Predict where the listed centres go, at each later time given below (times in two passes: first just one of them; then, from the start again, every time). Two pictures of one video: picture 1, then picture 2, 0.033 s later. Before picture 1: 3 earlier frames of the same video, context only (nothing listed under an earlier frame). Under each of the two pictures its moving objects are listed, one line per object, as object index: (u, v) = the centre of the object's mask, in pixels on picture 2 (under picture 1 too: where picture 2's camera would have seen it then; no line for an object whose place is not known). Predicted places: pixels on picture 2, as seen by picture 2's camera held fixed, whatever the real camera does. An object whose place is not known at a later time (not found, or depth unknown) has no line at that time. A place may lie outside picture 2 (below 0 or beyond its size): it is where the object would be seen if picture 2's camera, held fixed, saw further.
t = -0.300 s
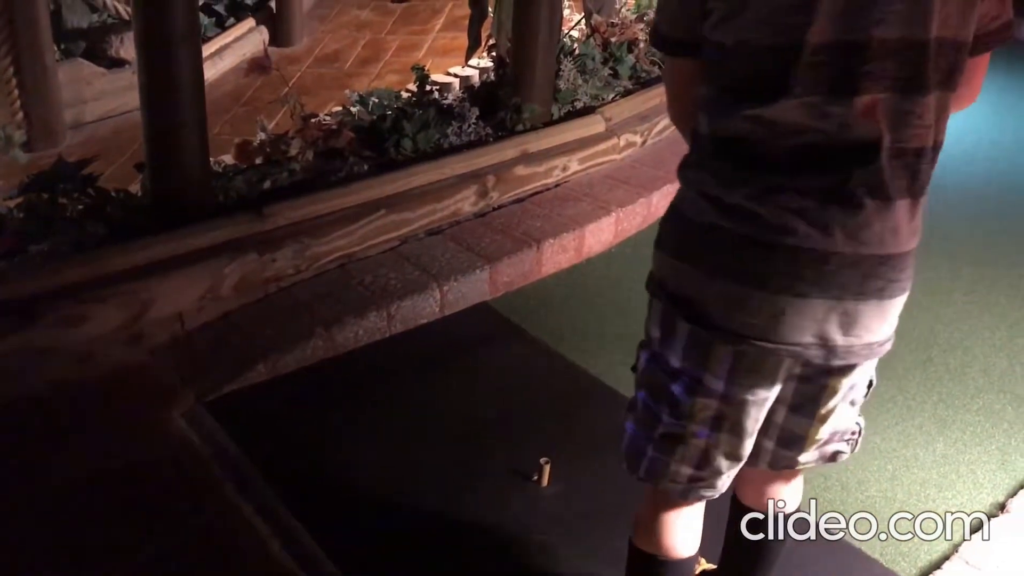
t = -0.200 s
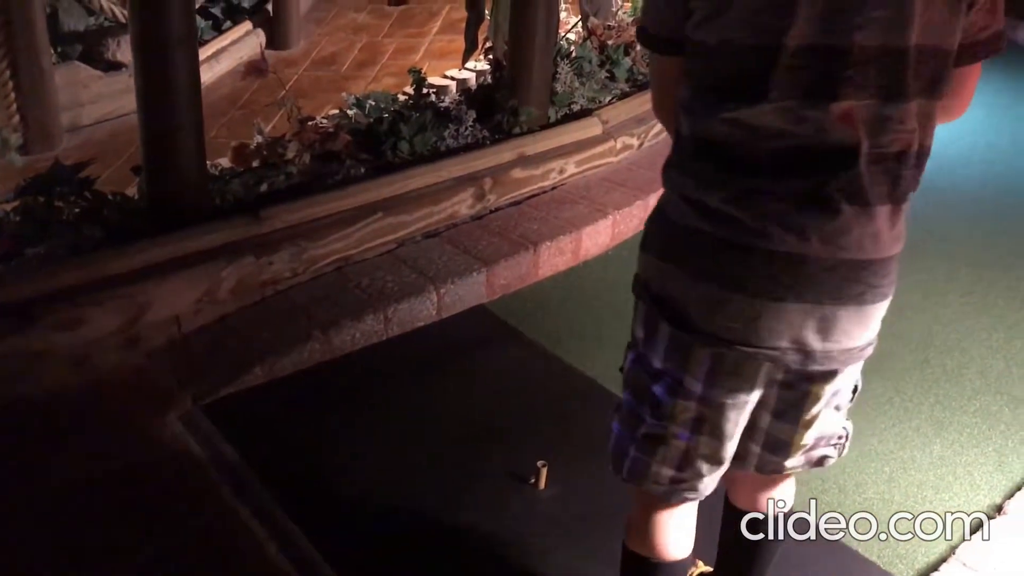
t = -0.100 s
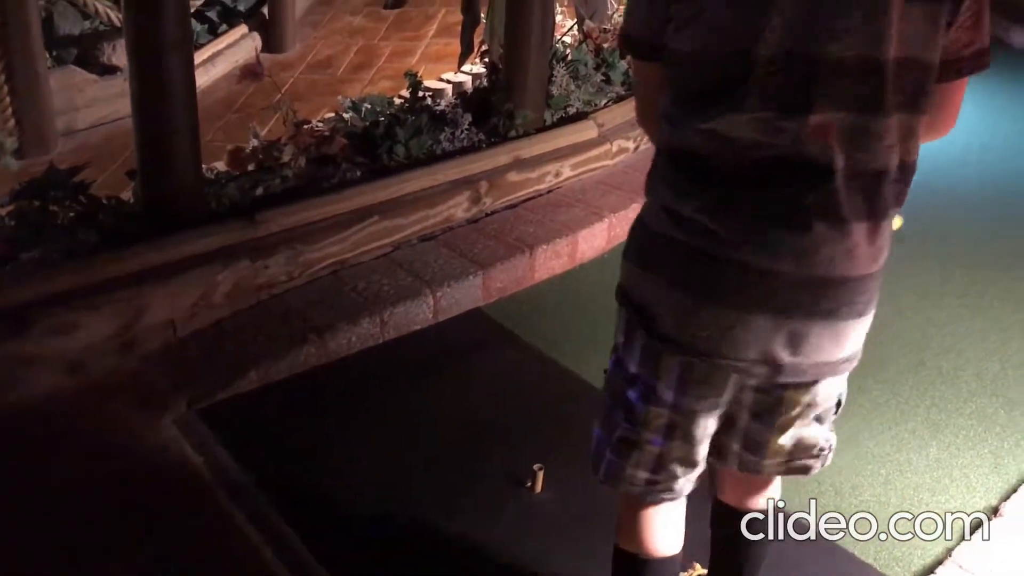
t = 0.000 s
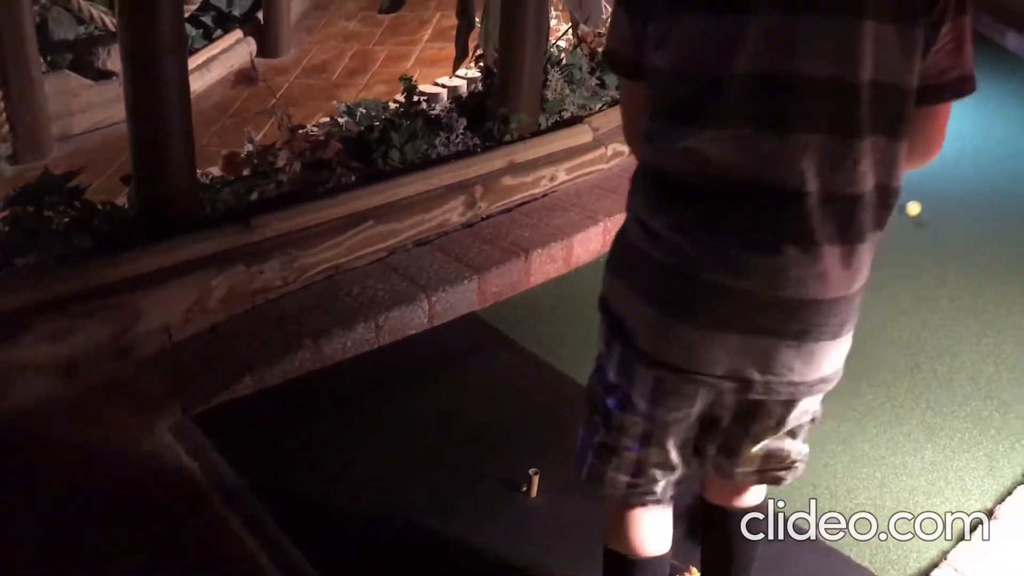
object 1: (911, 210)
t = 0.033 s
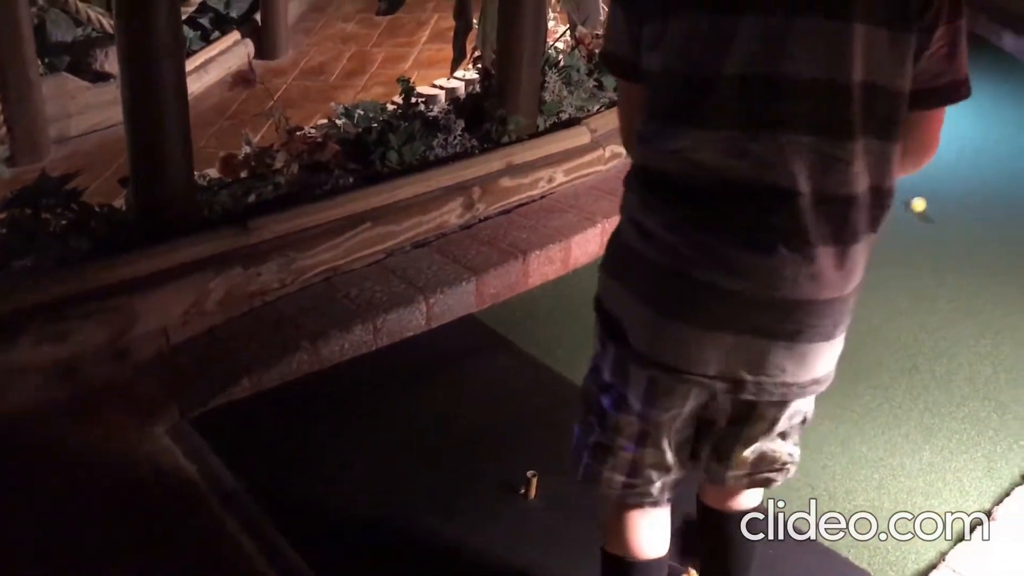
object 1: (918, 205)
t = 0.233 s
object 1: (959, 178)
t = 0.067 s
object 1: (925, 200)
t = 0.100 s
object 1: (933, 195)
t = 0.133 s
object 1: (939, 191)
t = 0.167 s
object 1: (946, 186)
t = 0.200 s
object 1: (953, 182)
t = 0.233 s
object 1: (959, 178)
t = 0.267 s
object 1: (965, 174)
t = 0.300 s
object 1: (970, 169)
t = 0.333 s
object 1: (976, 166)
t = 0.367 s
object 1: (981, 162)
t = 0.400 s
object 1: (986, 159)
